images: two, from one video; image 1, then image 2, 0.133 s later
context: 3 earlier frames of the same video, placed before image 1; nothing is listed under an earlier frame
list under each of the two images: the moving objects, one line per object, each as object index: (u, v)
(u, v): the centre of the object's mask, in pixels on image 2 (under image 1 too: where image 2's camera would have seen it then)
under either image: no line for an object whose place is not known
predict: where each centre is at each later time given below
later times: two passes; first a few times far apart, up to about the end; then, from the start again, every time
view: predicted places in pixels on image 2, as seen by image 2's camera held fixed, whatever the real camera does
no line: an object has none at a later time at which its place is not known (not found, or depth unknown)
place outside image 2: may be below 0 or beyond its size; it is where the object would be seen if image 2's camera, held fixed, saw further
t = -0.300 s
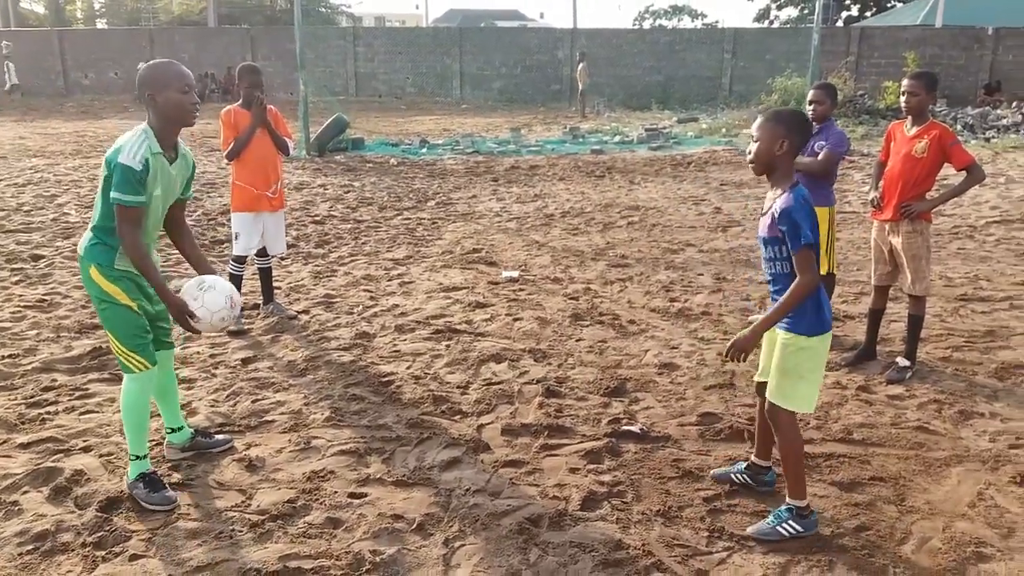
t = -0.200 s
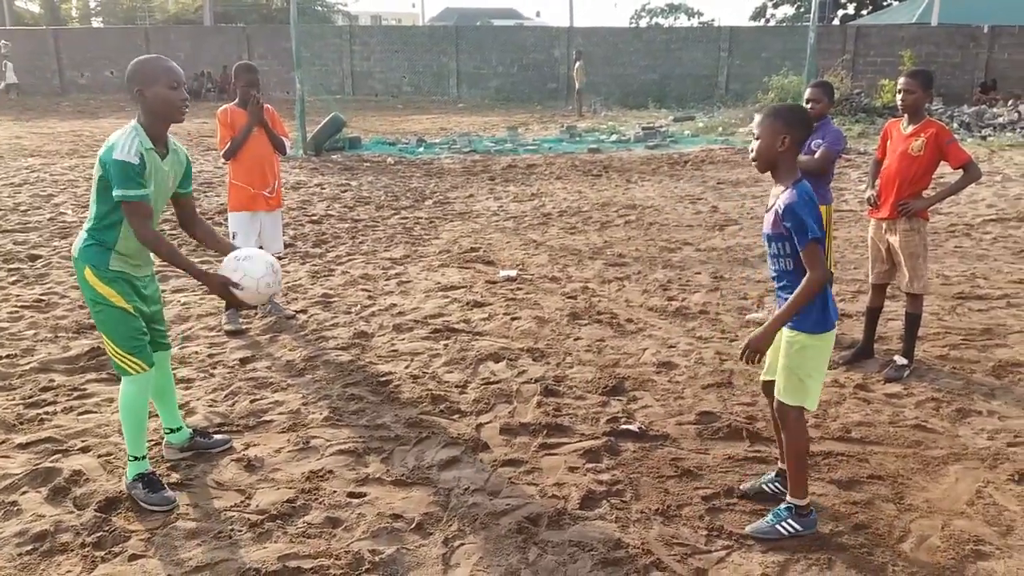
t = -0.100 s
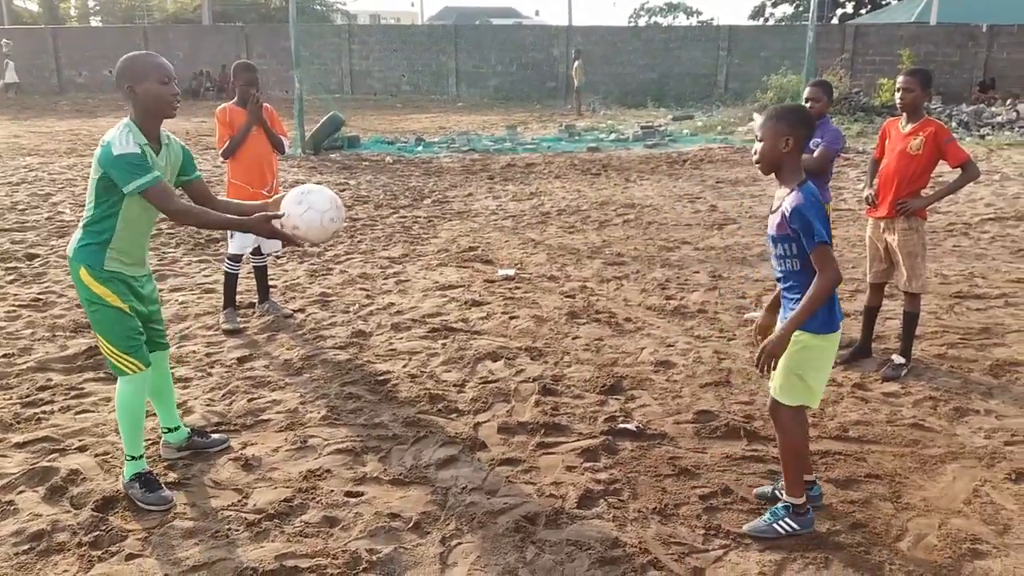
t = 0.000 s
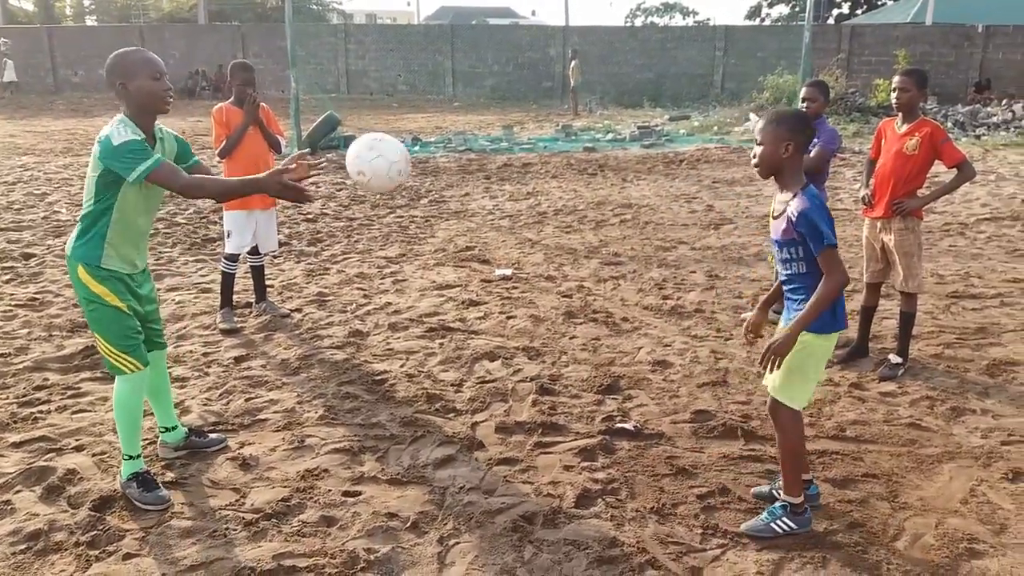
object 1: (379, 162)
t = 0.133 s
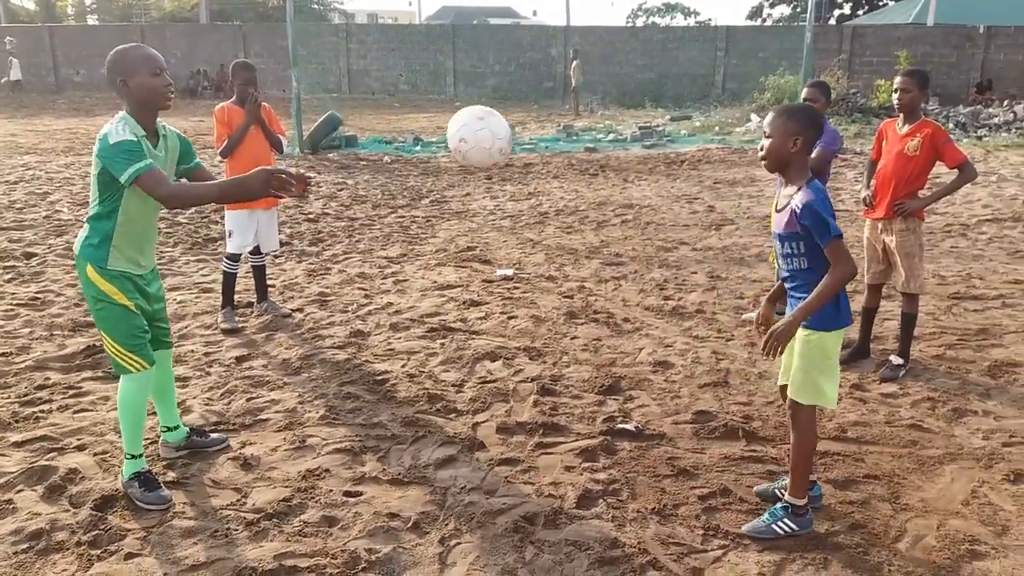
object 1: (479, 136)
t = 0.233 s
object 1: (557, 152)
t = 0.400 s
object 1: (688, 244)
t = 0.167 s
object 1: (505, 138)
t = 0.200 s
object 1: (530, 143)
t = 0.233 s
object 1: (557, 152)
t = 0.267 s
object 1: (584, 164)
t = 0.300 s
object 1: (610, 178)
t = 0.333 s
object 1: (635, 196)
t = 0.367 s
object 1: (662, 219)
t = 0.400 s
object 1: (688, 244)
